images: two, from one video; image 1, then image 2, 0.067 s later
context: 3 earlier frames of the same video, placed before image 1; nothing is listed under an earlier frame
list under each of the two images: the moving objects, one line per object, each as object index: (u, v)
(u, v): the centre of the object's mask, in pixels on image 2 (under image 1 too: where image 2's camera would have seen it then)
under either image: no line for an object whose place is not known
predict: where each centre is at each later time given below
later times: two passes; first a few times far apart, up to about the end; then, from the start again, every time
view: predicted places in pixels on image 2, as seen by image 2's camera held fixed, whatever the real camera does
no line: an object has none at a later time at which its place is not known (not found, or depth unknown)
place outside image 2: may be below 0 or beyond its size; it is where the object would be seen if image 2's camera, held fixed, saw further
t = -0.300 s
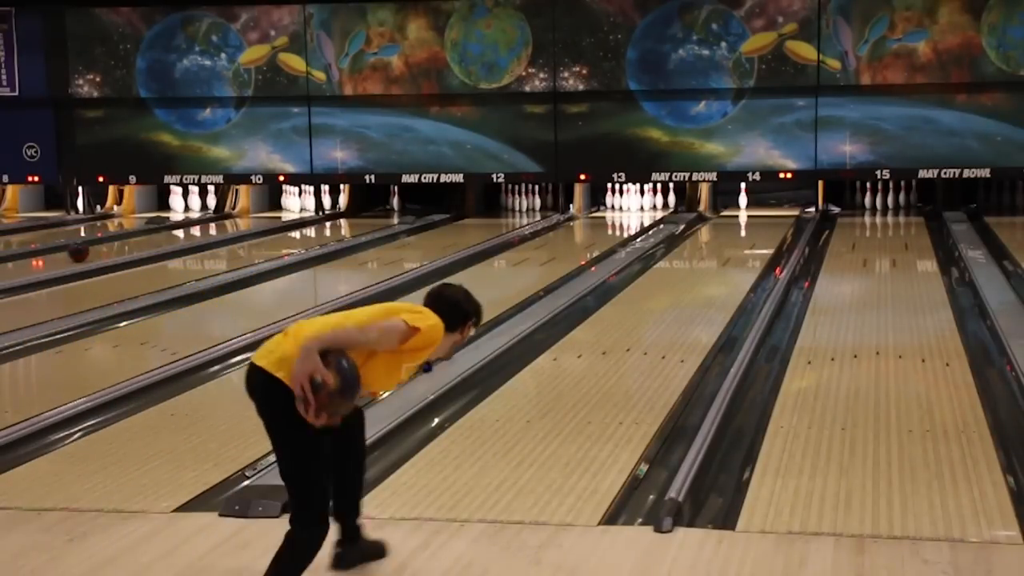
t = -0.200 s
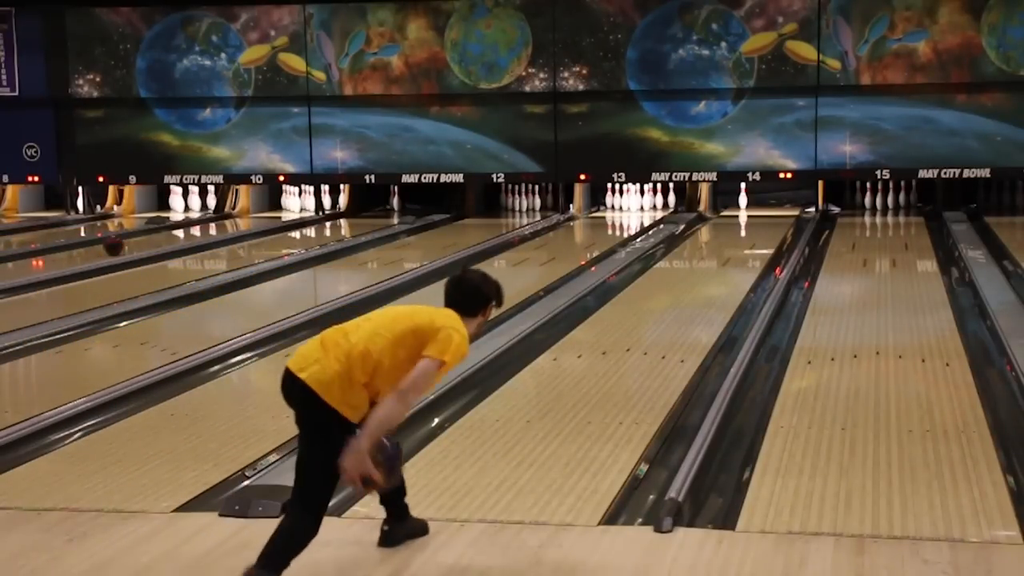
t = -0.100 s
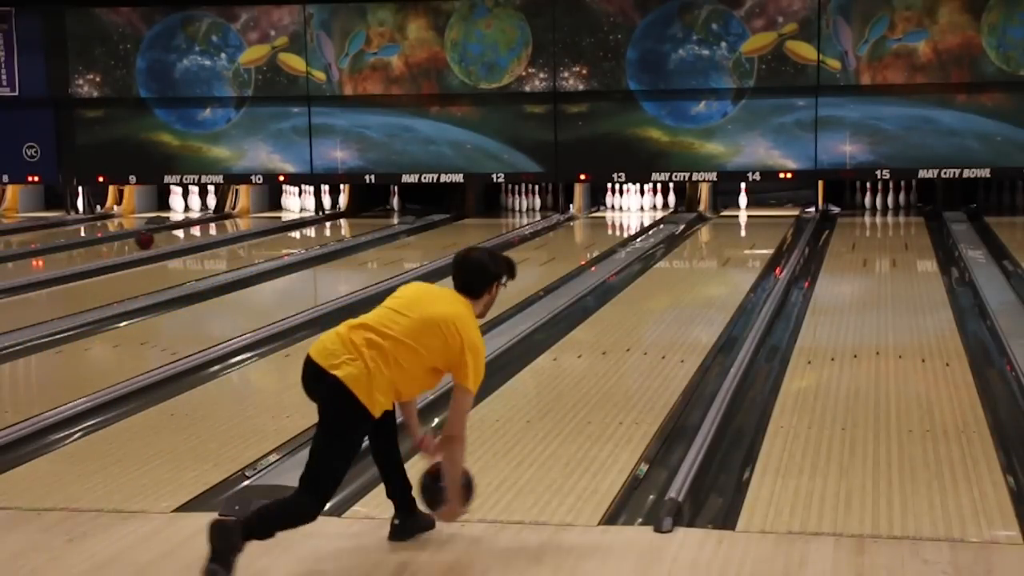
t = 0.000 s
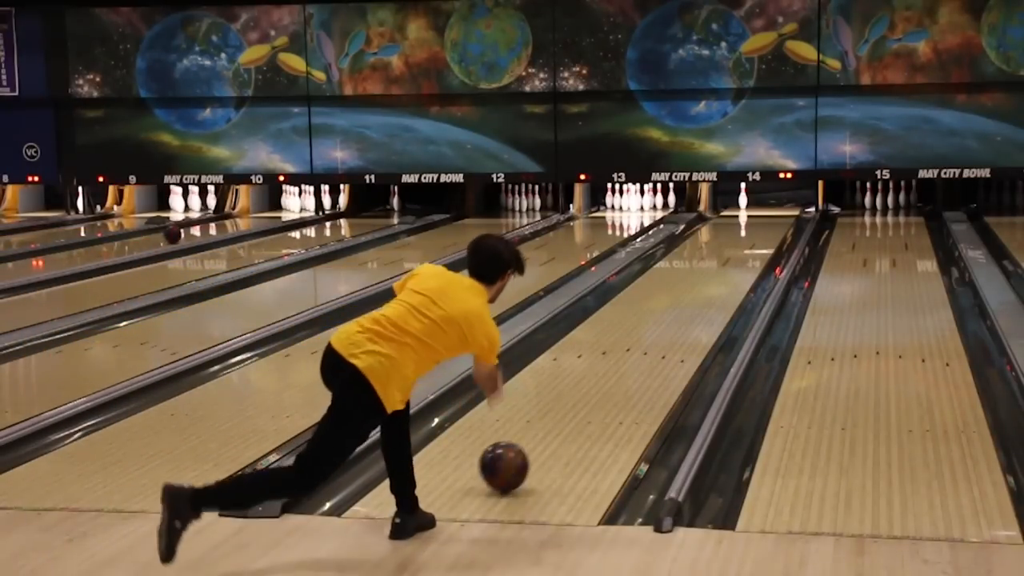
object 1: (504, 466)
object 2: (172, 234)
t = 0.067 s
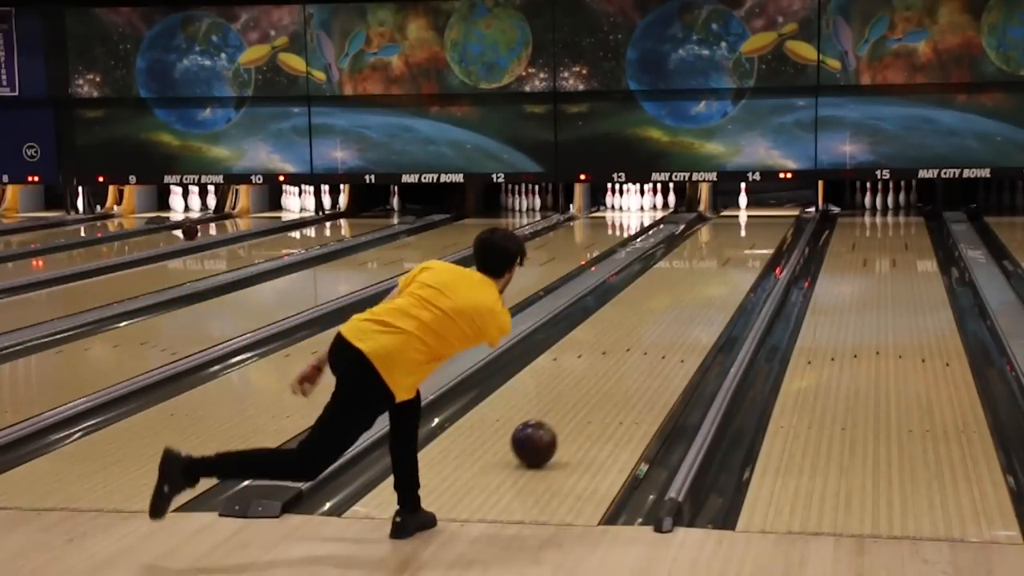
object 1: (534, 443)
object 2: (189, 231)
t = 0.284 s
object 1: (609, 381)
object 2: (236, 221)
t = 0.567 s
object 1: (673, 328)
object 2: (278, 211)
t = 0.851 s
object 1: (714, 291)
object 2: (302, 204)
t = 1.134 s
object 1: (738, 263)
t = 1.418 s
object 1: (749, 243)
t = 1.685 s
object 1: (752, 229)
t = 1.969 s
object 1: (745, 217)
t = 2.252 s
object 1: (735, 207)
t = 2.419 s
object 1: (731, 202)
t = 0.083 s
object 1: (541, 438)
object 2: (194, 231)
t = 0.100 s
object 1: (547, 432)
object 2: (198, 229)
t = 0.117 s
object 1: (554, 426)
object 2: (201, 229)
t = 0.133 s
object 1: (560, 421)
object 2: (205, 228)
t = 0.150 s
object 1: (566, 416)
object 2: (209, 228)
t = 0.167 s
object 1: (572, 411)
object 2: (213, 227)
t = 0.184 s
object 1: (578, 406)
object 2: (217, 226)
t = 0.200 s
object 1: (583, 402)
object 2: (220, 225)
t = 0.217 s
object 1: (589, 398)
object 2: (223, 225)
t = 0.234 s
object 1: (594, 393)
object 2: (227, 222)
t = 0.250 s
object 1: (599, 389)
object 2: (230, 222)
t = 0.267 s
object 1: (604, 385)
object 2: (233, 222)
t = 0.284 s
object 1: (609, 381)
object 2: (236, 221)
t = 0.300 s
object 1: (613, 377)
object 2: (239, 220)
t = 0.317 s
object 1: (618, 374)
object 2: (242, 220)
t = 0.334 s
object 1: (622, 370)
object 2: (245, 219)
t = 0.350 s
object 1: (626, 366)
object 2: (248, 219)
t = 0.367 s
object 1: (631, 363)
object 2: (250, 218)
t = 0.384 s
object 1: (635, 360)
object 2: (253, 218)
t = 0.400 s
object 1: (639, 356)
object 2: (255, 217)
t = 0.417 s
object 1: (642, 353)
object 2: (258, 216)
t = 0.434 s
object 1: (646, 350)
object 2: (261, 216)
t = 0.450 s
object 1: (650, 347)
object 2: (263, 215)
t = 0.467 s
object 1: (653, 344)
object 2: (265, 215)
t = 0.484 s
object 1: (657, 341)
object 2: (268, 214)
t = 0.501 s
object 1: (660, 338)
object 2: (270, 213)
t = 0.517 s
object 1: (663, 335)
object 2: (272, 213)
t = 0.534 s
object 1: (667, 333)
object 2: (274, 213)
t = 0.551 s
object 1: (670, 330)
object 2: (276, 212)
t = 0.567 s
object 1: (673, 328)
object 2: (278, 211)
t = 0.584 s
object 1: (676, 325)
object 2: (280, 211)
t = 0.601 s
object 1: (679, 323)
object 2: (282, 211)
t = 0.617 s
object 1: (682, 320)
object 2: (283, 210)
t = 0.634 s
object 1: (684, 318)
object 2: (285, 210)
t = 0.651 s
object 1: (687, 315)
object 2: (287, 209)
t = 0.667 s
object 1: (690, 313)
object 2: (289, 208)
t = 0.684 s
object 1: (692, 311)
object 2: (290, 208)
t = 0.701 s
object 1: (695, 309)
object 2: (292, 208)
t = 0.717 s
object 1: (697, 306)
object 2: (294, 207)
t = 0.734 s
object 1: (700, 304)
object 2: (295, 206)
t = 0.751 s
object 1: (702, 302)
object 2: (296, 206)
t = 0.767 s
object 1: (704, 300)
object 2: (298, 205)
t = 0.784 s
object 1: (706, 298)
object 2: (298, 205)
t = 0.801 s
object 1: (708, 296)
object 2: (300, 205)
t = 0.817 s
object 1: (710, 294)
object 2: (300, 205)
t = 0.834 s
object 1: (712, 292)
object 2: (302, 204)
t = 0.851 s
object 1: (714, 291)
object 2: (302, 204)
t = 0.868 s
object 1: (716, 289)
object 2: (302, 203)
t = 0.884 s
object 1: (718, 287)
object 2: (303, 203)
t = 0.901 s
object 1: (720, 285)
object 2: (305, 203)
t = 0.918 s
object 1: (721, 284)
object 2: (306, 202)
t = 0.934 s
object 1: (723, 282)
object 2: (306, 203)
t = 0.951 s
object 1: (724, 280)
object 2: (306, 202)
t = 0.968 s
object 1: (726, 278)
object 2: (307, 202)
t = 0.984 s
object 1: (727, 277)
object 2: (306, 203)
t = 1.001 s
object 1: (729, 275)
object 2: (306, 202)
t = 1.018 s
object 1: (730, 274)
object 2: (306, 201)
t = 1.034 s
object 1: (731, 272)
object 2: (307, 202)
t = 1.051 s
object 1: (732, 271)
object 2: (308, 202)
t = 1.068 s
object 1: (734, 269)
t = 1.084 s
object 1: (735, 268)
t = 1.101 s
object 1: (736, 266)
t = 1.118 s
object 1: (737, 265)
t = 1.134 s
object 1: (738, 263)
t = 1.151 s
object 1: (739, 262)
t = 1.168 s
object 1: (740, 261)
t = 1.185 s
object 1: (741, 259)
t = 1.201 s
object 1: (742, 258)
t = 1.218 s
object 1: (742, 257)
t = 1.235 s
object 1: (743, 256)
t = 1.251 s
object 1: (744, 254)
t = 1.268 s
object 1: (745, 253)
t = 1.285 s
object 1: (745, 252)
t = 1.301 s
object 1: (746, 251)
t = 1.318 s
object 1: (747, 250)
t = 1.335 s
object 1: (747, 249)
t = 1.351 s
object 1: (748, 247)
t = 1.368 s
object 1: (748, 246)
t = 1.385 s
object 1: (749, 245)
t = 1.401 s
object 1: (749, 244)
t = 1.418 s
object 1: (749, 243)
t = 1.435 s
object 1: (750, 242)
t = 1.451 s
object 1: (750, 241)
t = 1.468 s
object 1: (751, 240)
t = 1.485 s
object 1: (751, 239)
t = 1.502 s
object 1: (751, 238)
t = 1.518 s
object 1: (751, 238)
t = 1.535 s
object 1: (752, 237)
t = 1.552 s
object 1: (752, 236)
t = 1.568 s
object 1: (752, 235)
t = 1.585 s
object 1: (752, 234)
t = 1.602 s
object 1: (752, 233)
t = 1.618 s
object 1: (752, 232)
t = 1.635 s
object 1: (752, 231)
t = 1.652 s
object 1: (752, 230)
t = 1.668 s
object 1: (752, 229)
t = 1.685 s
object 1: (752, 229)
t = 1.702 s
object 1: (752, 228)
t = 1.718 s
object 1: (752, 227)
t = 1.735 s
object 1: (752, 227)
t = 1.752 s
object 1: (751, 225)
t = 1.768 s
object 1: (751, 225)
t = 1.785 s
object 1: (751, 225)
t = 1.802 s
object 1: (751, 224)
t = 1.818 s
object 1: (750, 223)
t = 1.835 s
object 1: (750, 222)
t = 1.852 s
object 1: (749, 221)
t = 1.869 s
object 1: (749, 221)
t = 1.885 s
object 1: (748, 220)
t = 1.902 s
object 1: (748, 219)
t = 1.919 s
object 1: (747, 219)
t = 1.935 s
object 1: (746, 218)
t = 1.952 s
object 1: (746, 217)
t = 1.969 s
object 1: (745, 217)
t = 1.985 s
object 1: (744, 216)
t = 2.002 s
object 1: (744, 216)
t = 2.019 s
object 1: (743, 214)
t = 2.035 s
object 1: (742, 214)
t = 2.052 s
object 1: (742, 213)
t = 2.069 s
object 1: (742, 213)
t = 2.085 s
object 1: (741, 212)
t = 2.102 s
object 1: (740, 212)
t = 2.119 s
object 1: (739, 211)
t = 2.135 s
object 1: (739, 210)
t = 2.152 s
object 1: (738, 210)
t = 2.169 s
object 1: (737, 209)
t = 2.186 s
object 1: (737, 209)
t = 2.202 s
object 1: (736, 209)
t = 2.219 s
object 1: (736, 208)
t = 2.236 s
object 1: (736, 208)
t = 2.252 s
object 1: (735, 207)
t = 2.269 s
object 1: (734, 206)
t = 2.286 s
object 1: (733, 205)
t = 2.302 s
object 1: (733, 205)
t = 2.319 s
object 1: (732, 204)
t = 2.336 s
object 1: (732, 204)
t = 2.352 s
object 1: (731, 204)
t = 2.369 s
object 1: (731, 203)
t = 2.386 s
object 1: (731, 203)
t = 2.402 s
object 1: (731, 202)
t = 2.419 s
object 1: (731, 202)
